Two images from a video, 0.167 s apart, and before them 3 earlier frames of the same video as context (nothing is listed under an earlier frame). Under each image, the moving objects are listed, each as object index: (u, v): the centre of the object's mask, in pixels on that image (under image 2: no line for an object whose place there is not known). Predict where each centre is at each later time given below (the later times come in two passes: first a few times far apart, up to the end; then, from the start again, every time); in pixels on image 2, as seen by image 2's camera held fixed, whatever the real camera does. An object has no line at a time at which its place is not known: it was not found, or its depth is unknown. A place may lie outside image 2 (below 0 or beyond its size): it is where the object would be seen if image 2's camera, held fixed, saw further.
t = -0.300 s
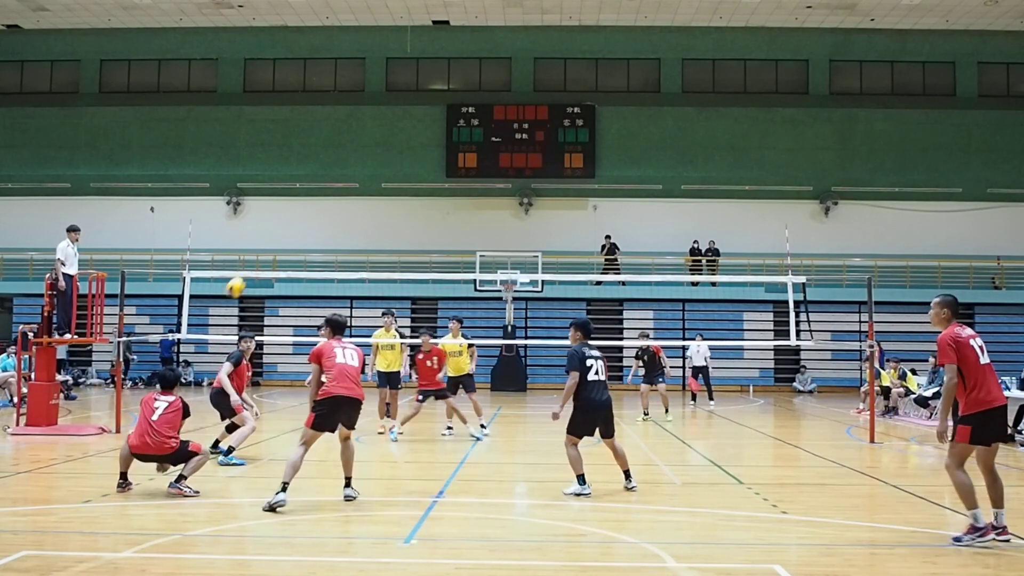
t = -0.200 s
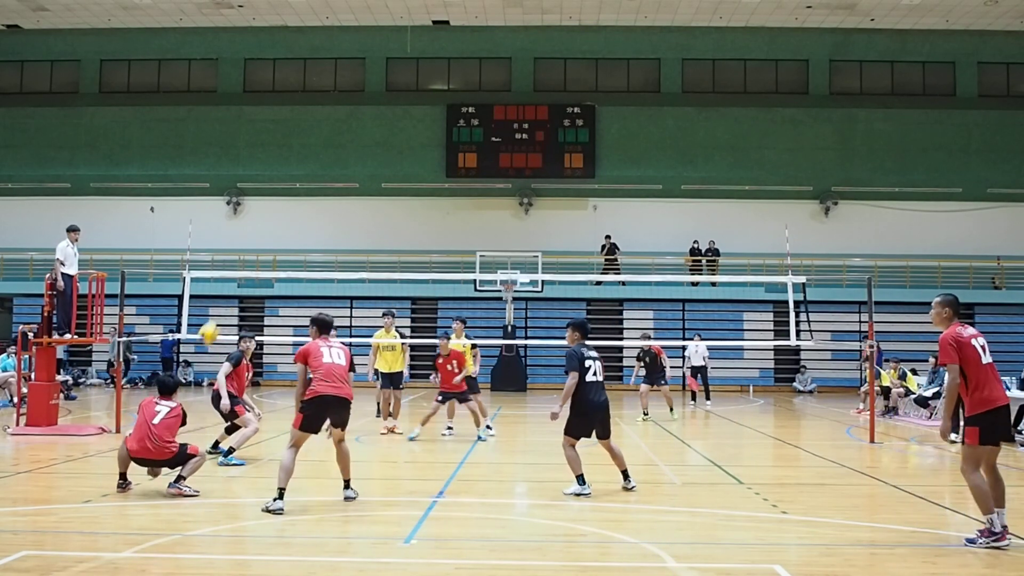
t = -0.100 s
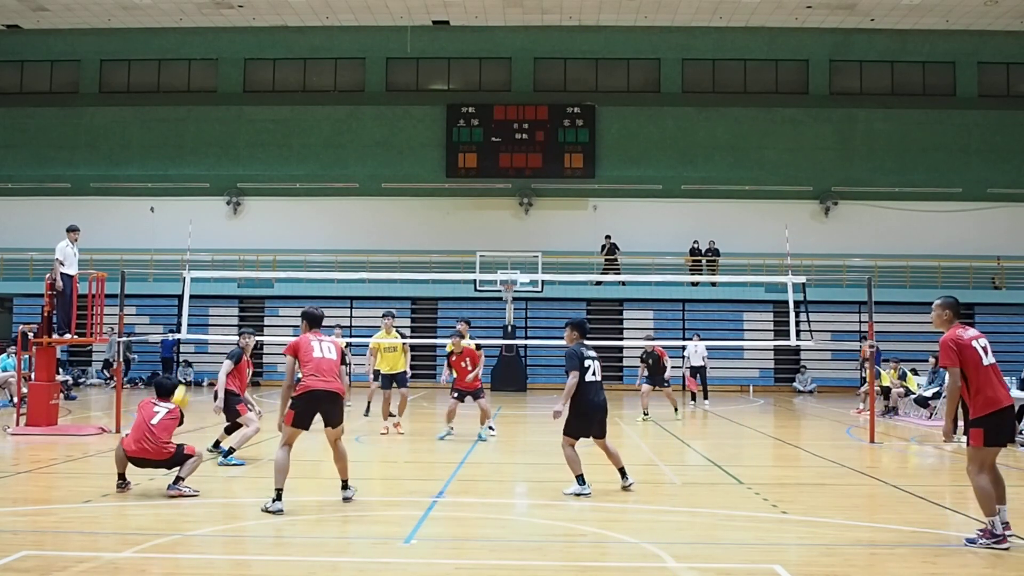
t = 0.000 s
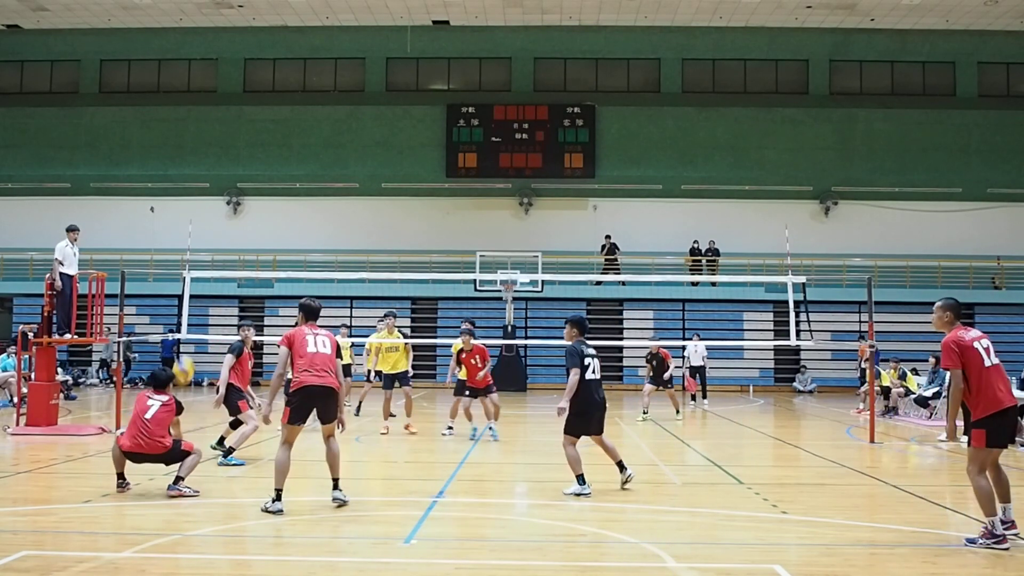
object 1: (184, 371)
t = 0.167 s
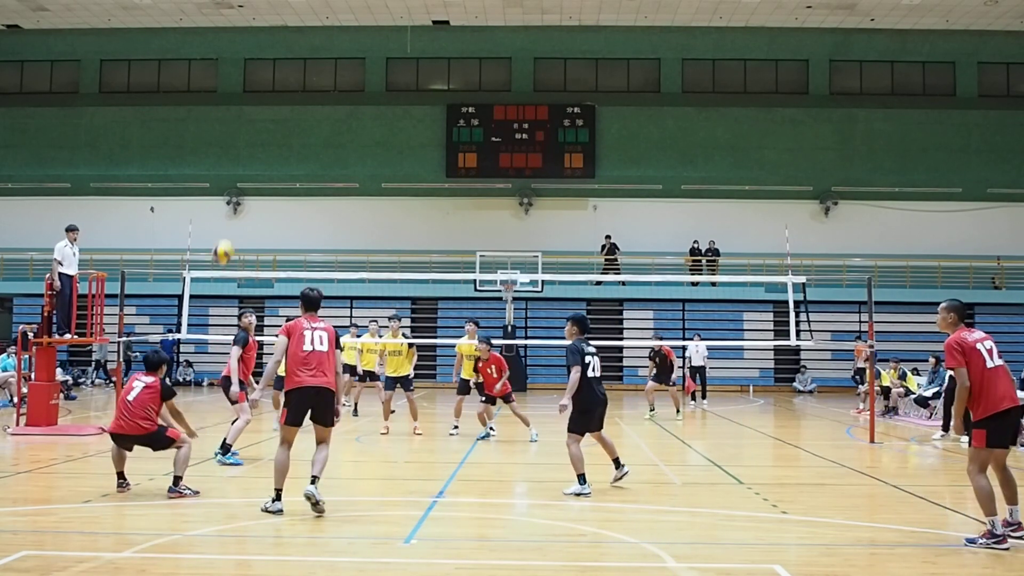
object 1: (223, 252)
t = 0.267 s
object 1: (244, 200)
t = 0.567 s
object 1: (301, 111)
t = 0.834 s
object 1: (342, 99)
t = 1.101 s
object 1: (377, 140)
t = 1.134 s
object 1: (381, 148)
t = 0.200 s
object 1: (230, 233)
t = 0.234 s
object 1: (237, 215)
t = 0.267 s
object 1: (244, 200)
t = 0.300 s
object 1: (251, 186)
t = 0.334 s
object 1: (258, 172)
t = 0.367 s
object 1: (265, 160)
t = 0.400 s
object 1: (272, 149)
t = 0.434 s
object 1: (277, 139)
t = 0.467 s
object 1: (283, 131)
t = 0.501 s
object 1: (289, 123)
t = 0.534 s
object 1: (295, 117)
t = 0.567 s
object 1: (301, 111)
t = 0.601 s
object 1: (306, 107)
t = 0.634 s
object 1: (312, 102)
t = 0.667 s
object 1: (318, 100)
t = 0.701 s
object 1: (322, 98)
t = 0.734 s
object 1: (328, 97)
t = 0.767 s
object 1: (333, 97)
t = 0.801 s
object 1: (337, 98)
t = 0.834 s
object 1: (342, 99)
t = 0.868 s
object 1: (347, 102)
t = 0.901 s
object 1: (352, 105)
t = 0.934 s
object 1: (356, 108)
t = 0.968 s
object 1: (360, 113)
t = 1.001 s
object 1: (365, 119)
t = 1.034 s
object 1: (369, 125)
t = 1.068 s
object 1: (373, 132)
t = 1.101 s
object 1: (377, 140)
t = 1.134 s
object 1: (381, 148)
